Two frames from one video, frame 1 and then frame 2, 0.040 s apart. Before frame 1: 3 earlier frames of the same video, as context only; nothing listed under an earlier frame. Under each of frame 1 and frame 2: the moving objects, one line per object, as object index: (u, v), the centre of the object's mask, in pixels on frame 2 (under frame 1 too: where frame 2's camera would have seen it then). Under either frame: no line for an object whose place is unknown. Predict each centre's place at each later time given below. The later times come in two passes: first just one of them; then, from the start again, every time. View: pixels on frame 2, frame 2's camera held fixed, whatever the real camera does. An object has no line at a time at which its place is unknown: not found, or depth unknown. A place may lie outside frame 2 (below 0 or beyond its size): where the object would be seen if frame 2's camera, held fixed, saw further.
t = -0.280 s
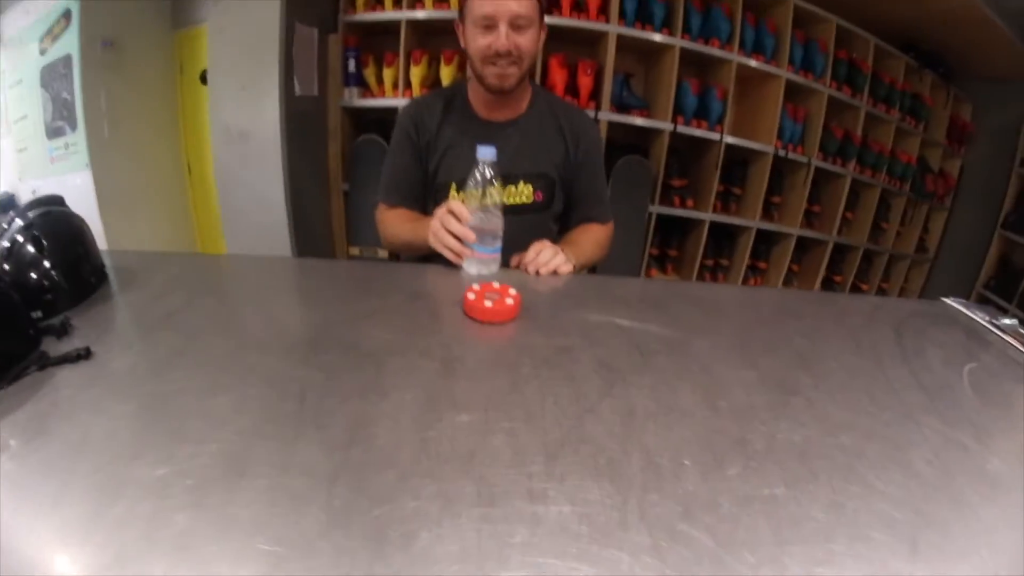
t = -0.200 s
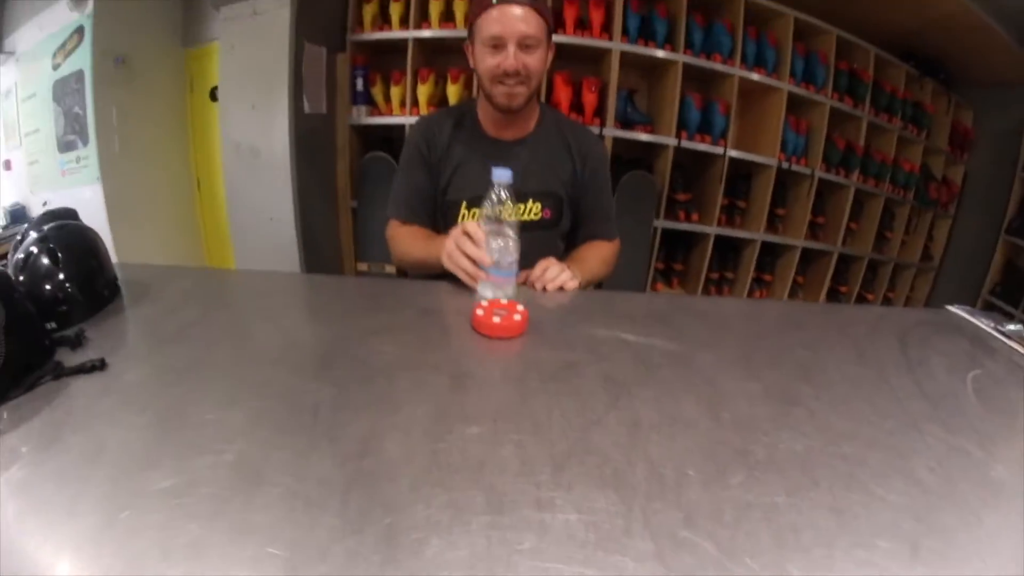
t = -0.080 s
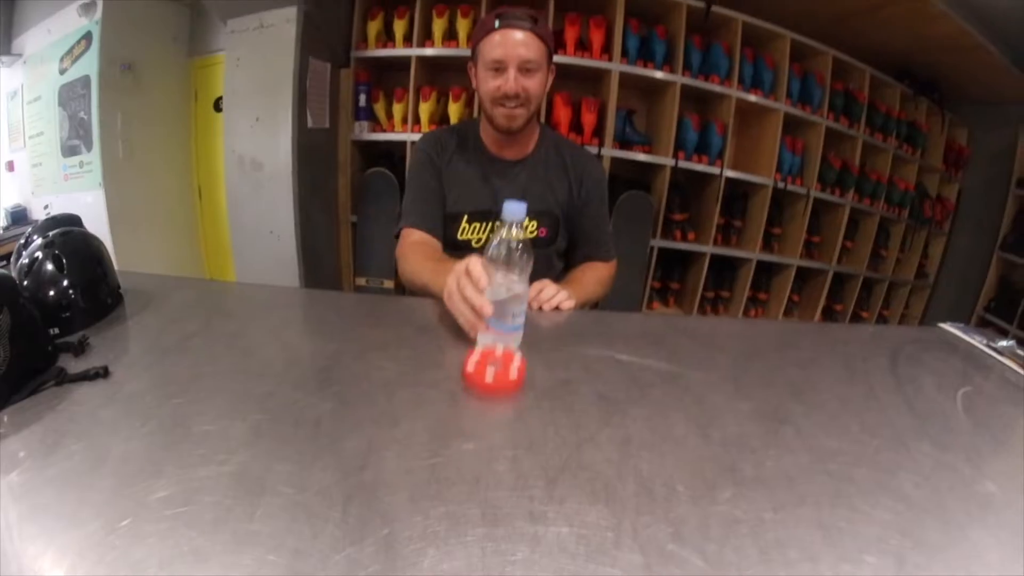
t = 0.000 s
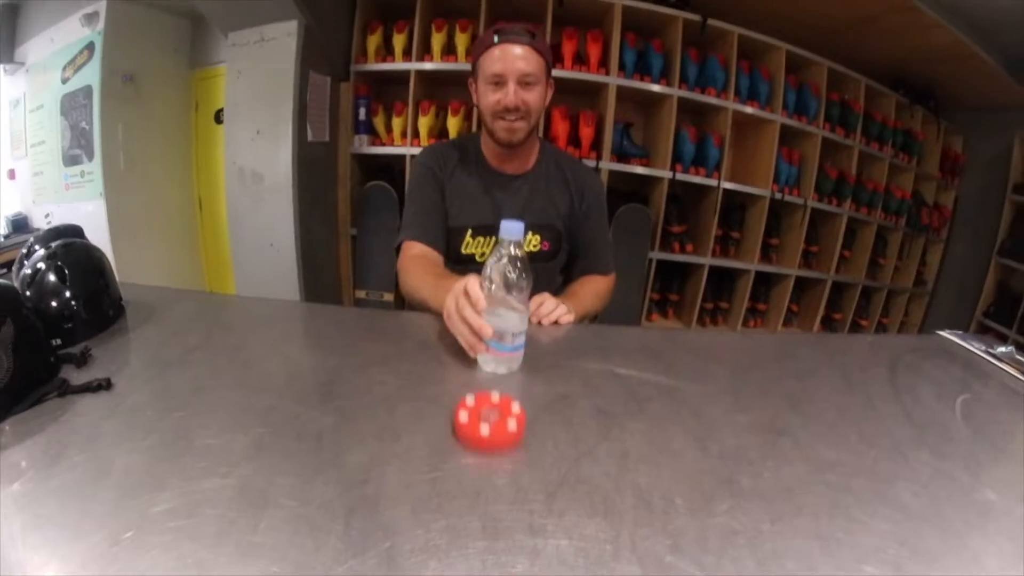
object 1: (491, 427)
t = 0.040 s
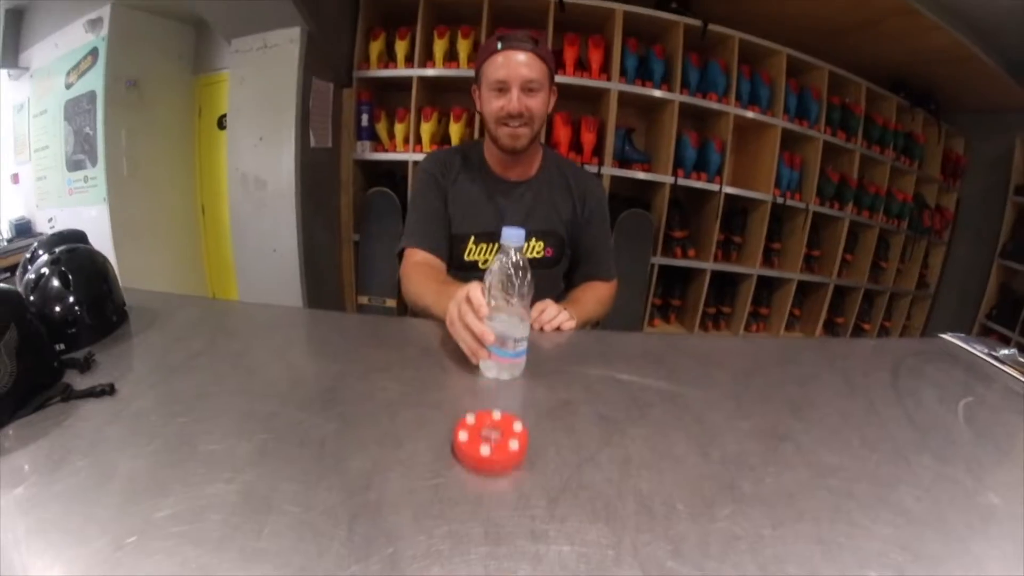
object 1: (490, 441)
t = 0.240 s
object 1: (488, 455)
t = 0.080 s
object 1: (489, 450)
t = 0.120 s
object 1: (489, 455)
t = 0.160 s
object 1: (489, 455)
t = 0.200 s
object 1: (489, 455)
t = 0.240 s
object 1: (488, 455)
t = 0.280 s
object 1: (488, 456)
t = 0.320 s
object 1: (487, 456)
